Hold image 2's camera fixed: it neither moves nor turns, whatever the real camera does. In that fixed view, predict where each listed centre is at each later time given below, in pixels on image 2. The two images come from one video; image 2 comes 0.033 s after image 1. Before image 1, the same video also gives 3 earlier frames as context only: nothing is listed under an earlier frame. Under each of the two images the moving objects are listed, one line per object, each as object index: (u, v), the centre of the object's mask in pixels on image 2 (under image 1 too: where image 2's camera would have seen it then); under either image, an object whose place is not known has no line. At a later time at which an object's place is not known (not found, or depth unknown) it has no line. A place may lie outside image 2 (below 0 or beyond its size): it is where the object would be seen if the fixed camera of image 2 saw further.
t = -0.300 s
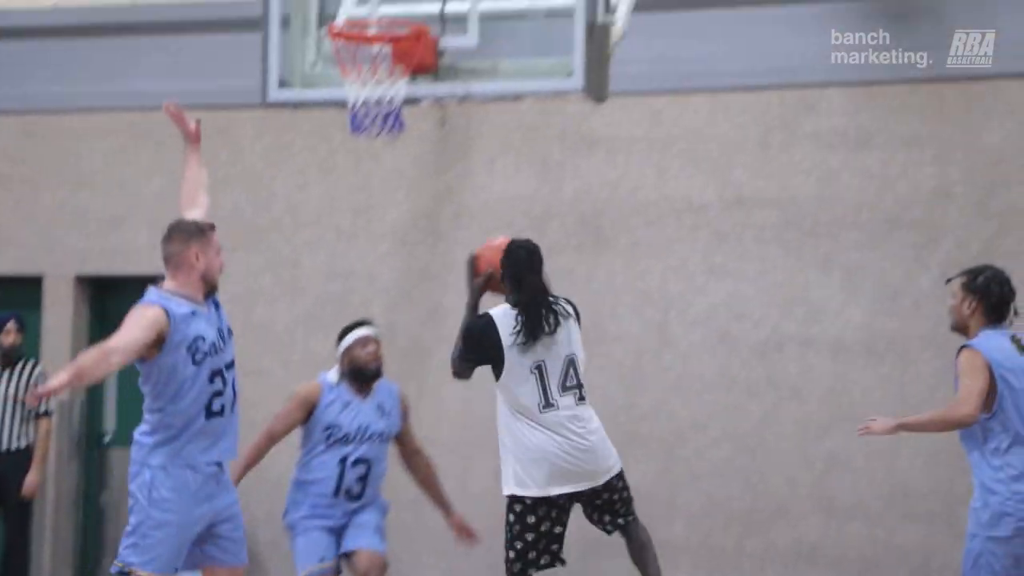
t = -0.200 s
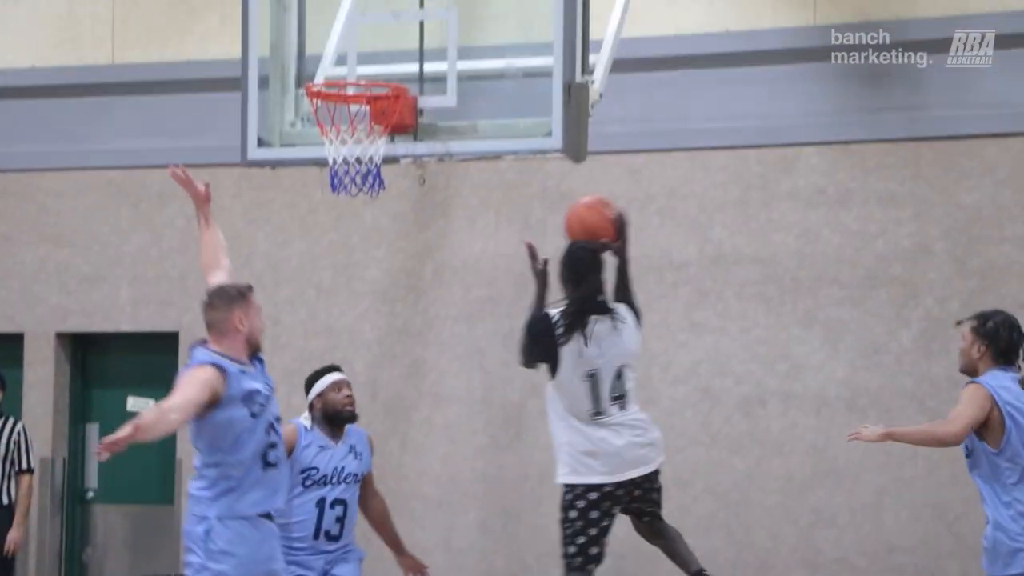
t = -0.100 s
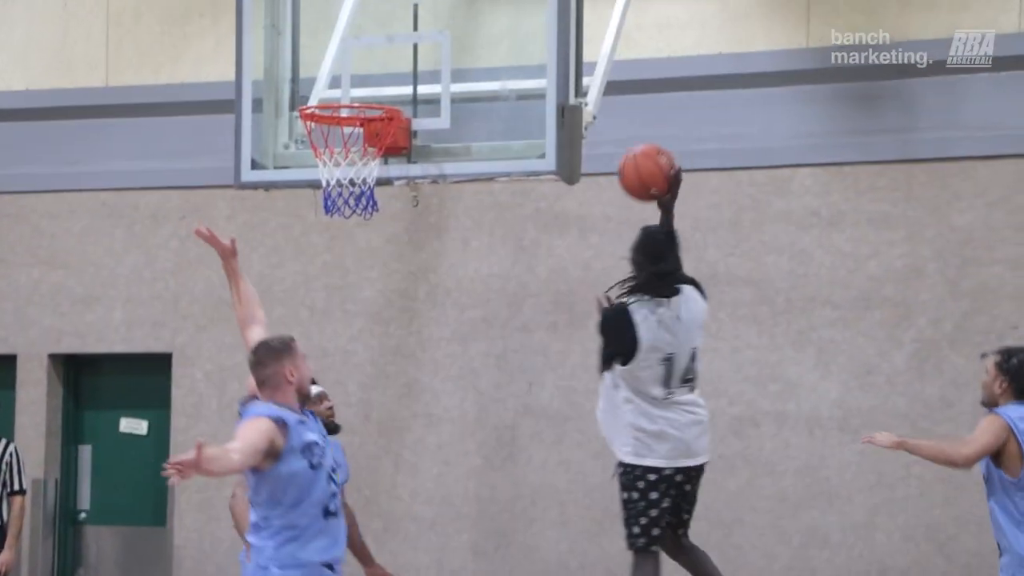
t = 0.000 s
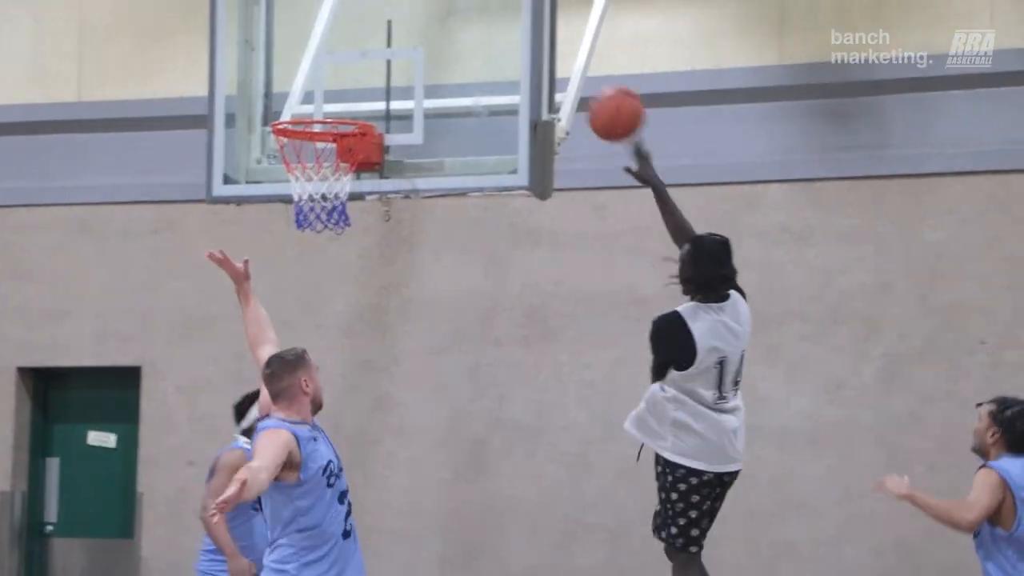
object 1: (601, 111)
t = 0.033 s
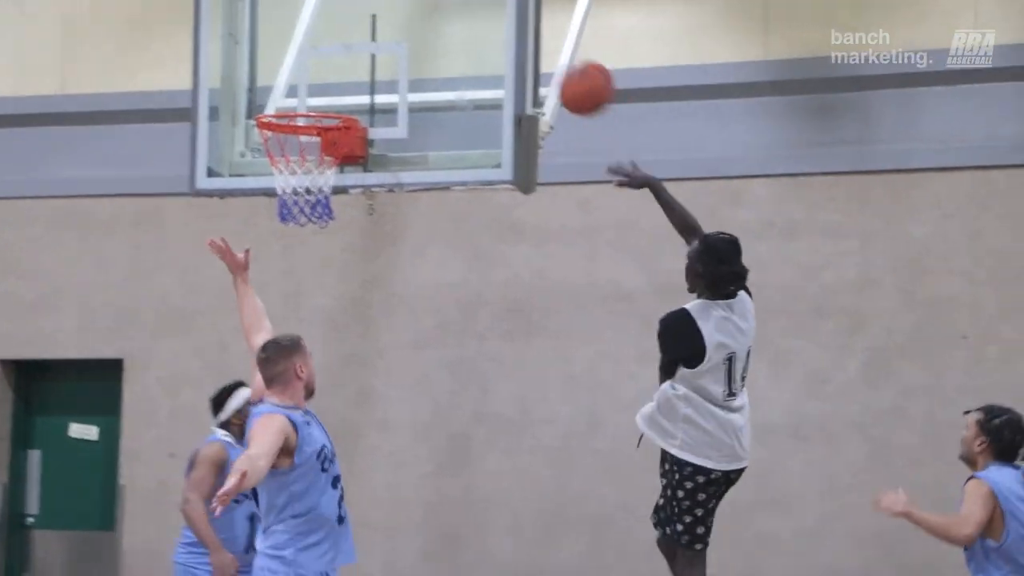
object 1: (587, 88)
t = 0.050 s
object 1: (578, 81)
